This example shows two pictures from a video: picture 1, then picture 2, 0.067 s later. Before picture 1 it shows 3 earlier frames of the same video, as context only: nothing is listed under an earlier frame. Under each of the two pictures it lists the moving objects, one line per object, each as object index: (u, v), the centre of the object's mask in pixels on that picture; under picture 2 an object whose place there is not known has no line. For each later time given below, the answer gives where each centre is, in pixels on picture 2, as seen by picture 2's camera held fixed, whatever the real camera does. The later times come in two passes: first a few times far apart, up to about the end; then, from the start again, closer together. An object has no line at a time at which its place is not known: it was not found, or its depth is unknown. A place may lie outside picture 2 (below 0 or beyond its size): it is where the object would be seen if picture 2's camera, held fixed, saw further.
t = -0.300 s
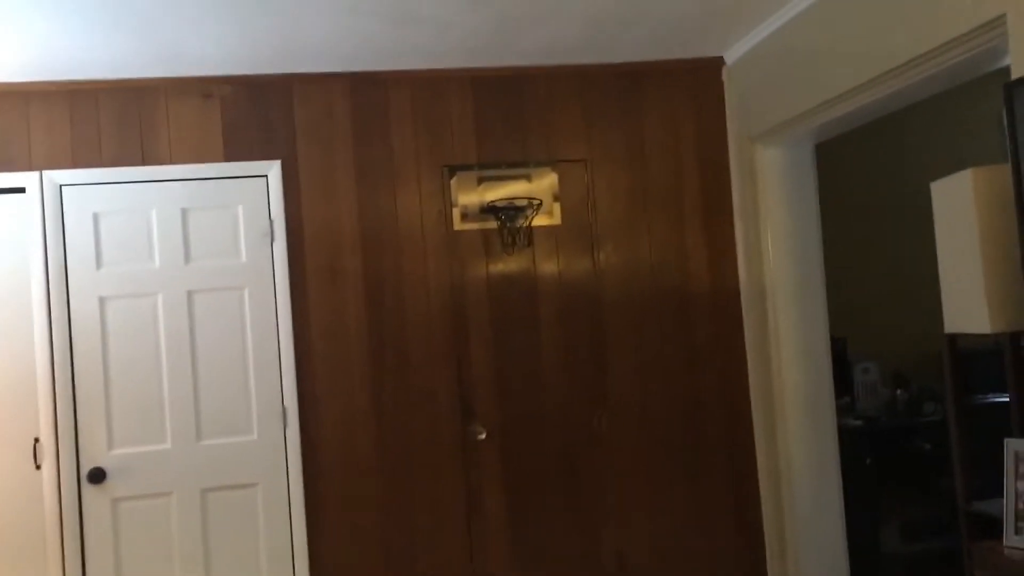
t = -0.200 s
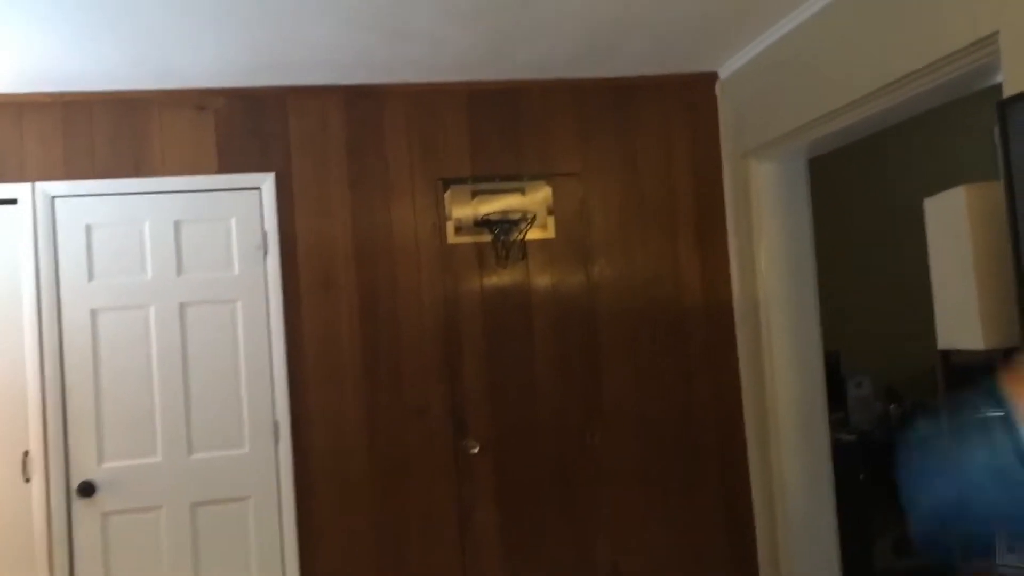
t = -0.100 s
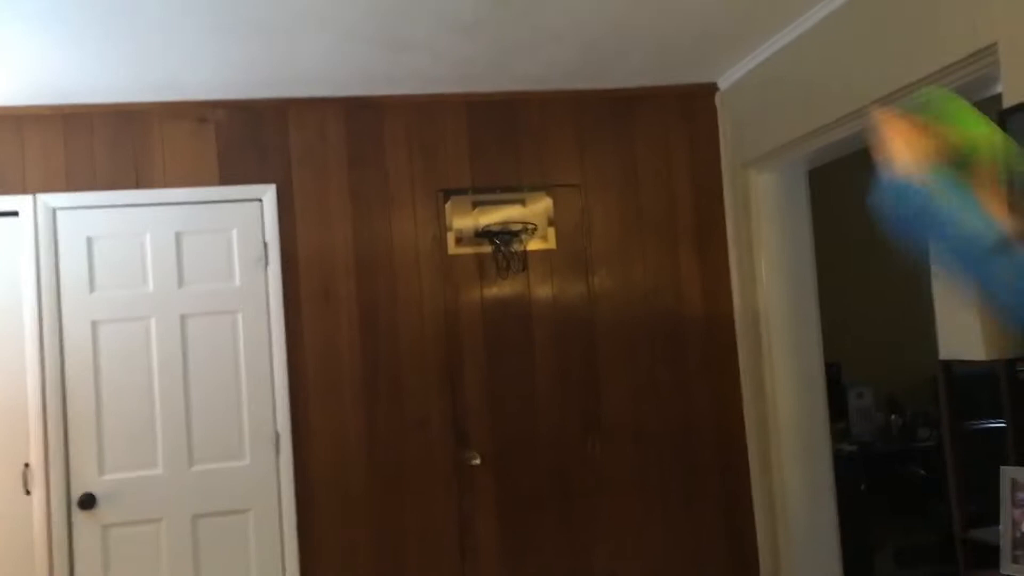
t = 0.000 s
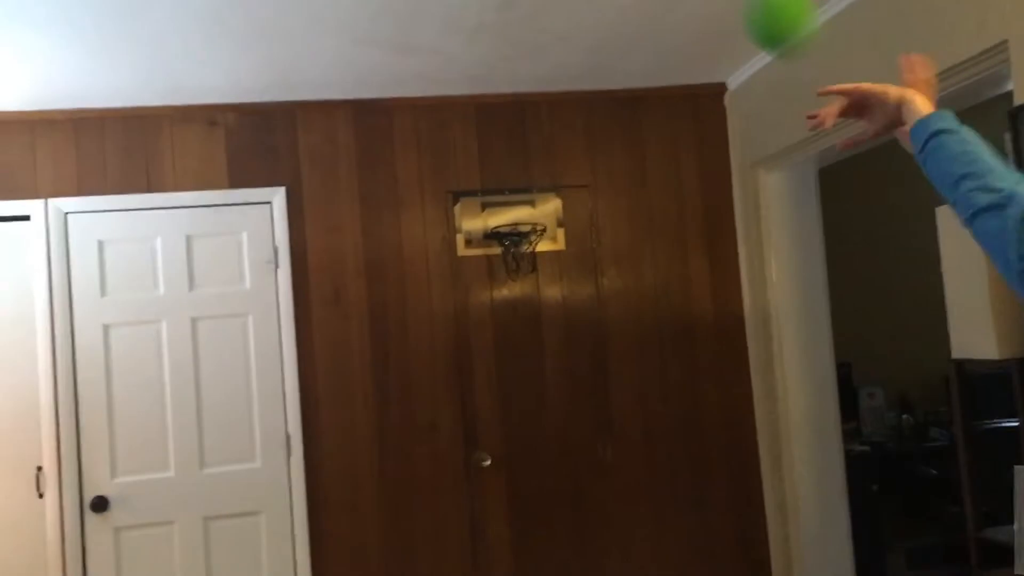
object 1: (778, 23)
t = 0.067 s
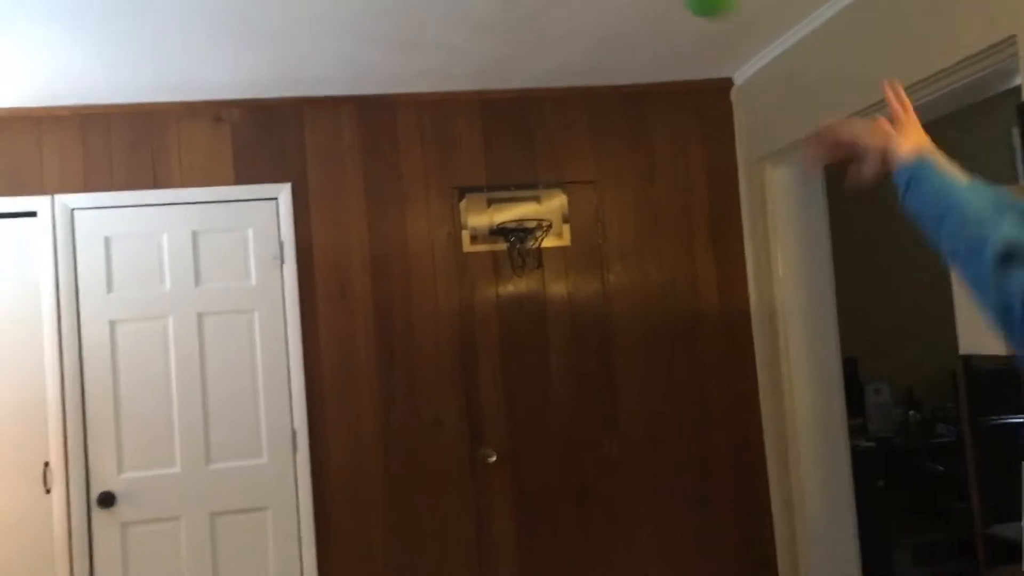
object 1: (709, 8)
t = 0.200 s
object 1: (611, 11)
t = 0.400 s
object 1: (531, 98)
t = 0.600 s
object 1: (495, 206)
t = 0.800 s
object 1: (482, 163)
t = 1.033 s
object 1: (476, 249)
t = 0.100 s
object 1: (678, 7)
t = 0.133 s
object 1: (653, 7)
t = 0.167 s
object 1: (630, 8)
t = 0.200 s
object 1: (611, 11)
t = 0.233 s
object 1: (594, 14)
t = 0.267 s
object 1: (580, 24)
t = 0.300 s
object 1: (566, 40)
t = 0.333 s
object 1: (553, 57)
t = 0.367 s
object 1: (541, 76)
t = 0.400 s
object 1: (531, 98)
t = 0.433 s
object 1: (521, 119)
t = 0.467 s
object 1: (513, 142)
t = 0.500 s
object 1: (506, 165)
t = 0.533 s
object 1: (499, 190)
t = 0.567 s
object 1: (494, 213)
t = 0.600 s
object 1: (495, 206)
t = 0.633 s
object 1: (492, 192)
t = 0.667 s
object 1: (490, 182)
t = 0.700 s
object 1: (488, 174)
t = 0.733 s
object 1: (486, 167)
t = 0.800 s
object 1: (482, 163)
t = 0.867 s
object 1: (479, 170)
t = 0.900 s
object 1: (479, 178)
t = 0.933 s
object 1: (478, 190)
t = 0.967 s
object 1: (477, 205)
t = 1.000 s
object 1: (477, 225)
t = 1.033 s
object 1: (476, 249)
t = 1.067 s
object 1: (476, 272)
